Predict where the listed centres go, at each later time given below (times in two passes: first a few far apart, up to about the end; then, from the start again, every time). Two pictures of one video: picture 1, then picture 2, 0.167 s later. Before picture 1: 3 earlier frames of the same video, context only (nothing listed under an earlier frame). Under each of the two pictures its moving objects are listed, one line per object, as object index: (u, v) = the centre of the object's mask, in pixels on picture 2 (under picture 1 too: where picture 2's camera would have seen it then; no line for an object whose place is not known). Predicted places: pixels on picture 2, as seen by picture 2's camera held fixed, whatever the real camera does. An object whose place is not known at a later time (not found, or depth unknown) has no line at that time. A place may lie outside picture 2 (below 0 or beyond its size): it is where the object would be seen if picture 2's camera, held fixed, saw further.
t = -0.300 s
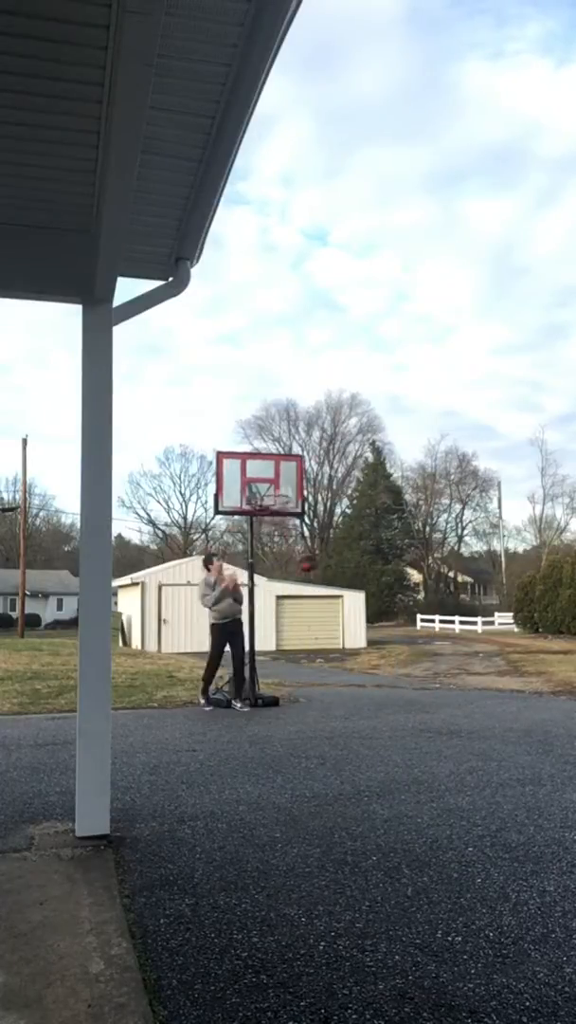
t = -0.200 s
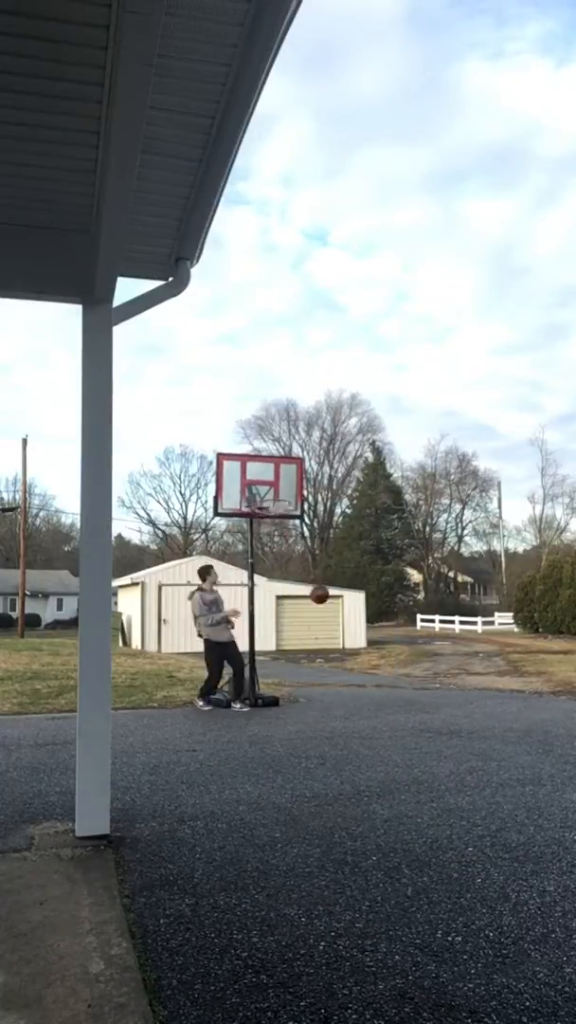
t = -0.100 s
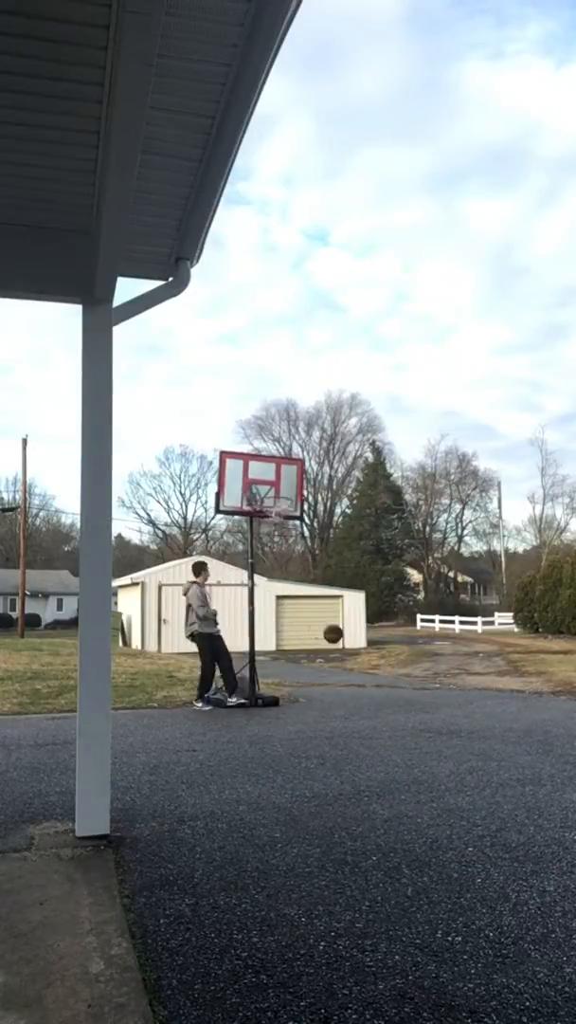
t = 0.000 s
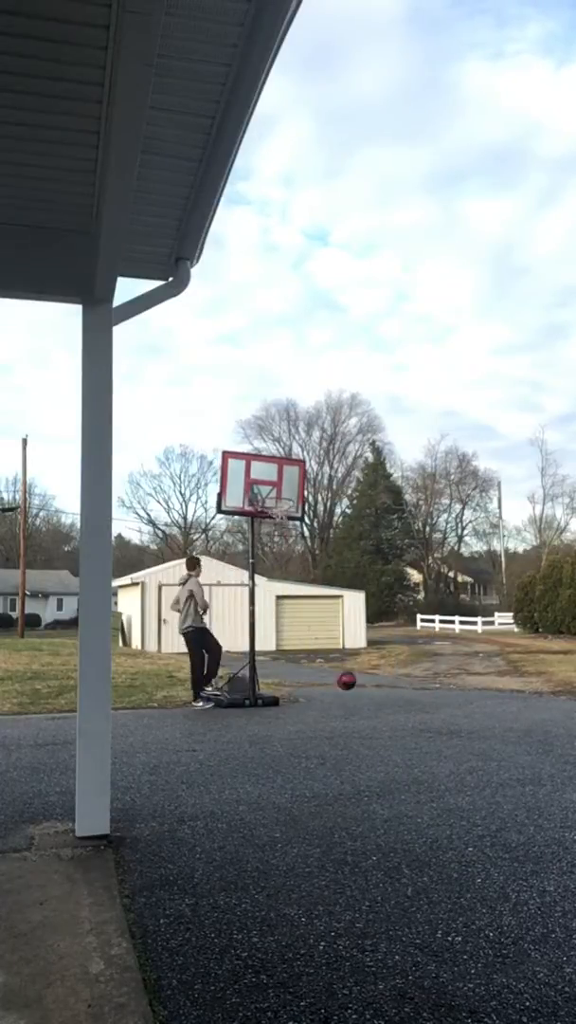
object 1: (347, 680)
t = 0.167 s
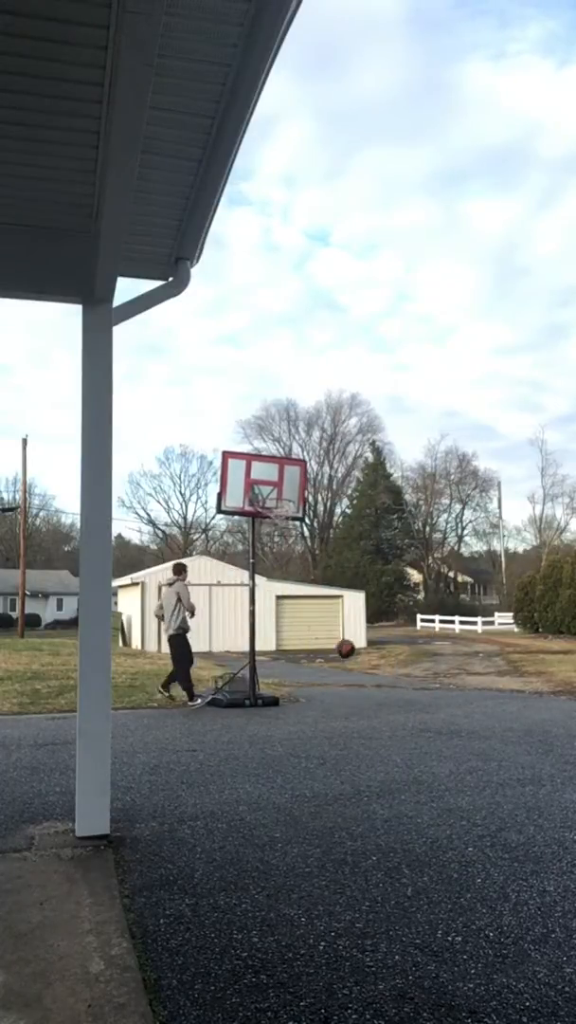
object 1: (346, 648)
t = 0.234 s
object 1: (342, 627)
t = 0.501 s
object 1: (331, 581)
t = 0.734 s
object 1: (322, 585)
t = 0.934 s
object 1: (316, 623)
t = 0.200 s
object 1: (344, 637)
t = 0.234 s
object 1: (342, 627)
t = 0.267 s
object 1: (341, 618)
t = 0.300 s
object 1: (339, 610)
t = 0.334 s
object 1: (338, 603)
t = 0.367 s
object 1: (337, 597)
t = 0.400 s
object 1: (335, 592)
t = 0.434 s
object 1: (334, 588)
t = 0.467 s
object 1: (332, 584)
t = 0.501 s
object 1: (331, 581)
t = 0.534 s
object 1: (330, 578)
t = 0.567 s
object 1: (329, 578)
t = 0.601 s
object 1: (328, 577)
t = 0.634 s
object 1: (327, 578)
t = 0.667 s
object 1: (326, 579)
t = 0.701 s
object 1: (323, 582)
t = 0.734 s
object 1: (322, 585)
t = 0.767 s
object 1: (321, 589)
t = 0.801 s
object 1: (320, 595)
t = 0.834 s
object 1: (319, 601)
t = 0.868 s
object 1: (318, 607)
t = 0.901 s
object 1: (317, 615)
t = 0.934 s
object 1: (316, 623)
